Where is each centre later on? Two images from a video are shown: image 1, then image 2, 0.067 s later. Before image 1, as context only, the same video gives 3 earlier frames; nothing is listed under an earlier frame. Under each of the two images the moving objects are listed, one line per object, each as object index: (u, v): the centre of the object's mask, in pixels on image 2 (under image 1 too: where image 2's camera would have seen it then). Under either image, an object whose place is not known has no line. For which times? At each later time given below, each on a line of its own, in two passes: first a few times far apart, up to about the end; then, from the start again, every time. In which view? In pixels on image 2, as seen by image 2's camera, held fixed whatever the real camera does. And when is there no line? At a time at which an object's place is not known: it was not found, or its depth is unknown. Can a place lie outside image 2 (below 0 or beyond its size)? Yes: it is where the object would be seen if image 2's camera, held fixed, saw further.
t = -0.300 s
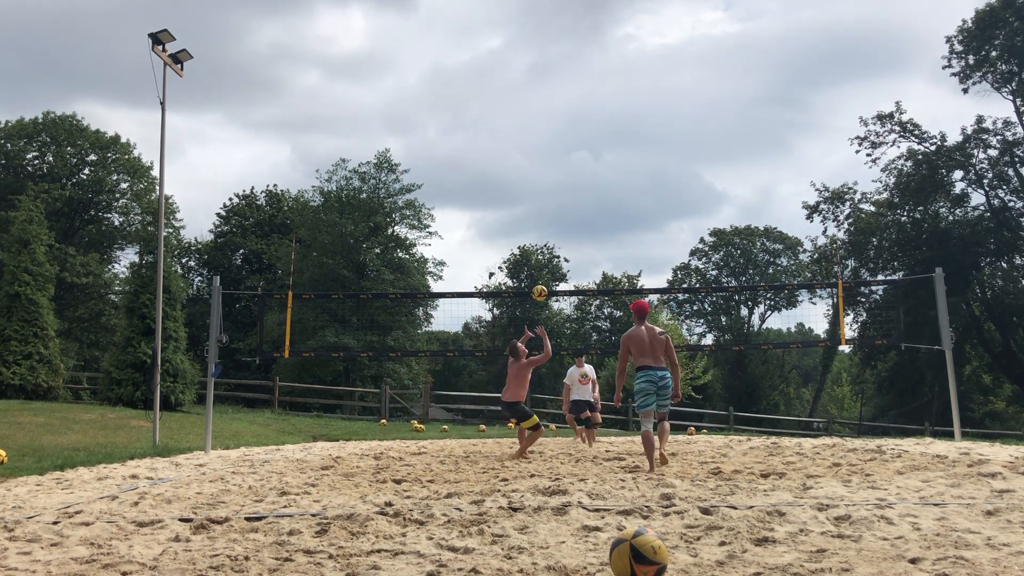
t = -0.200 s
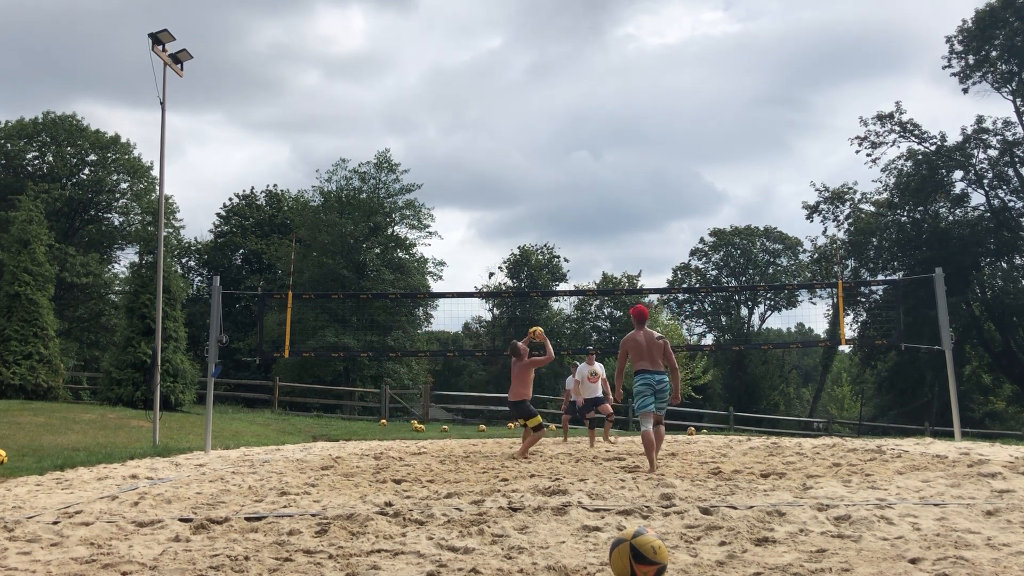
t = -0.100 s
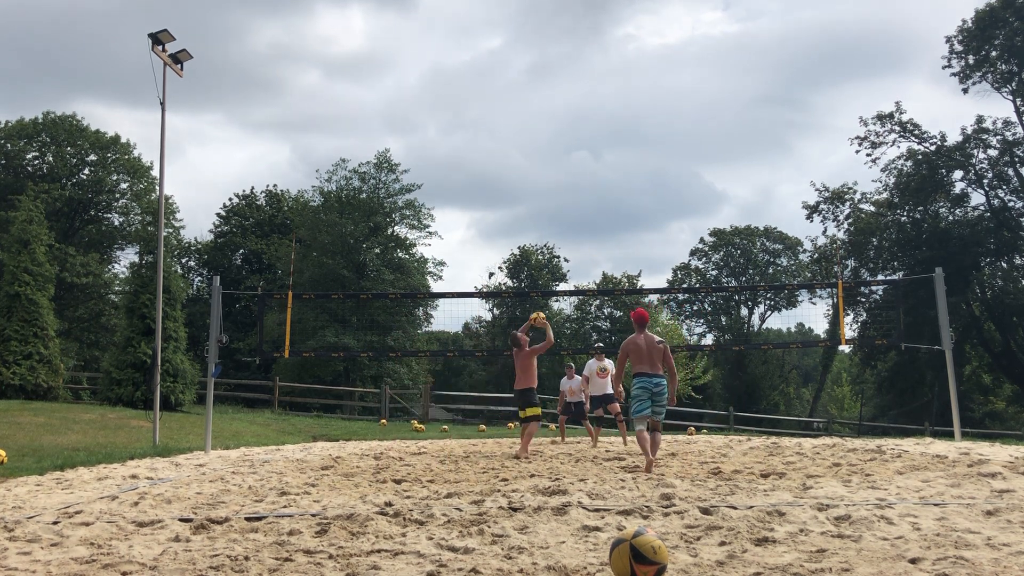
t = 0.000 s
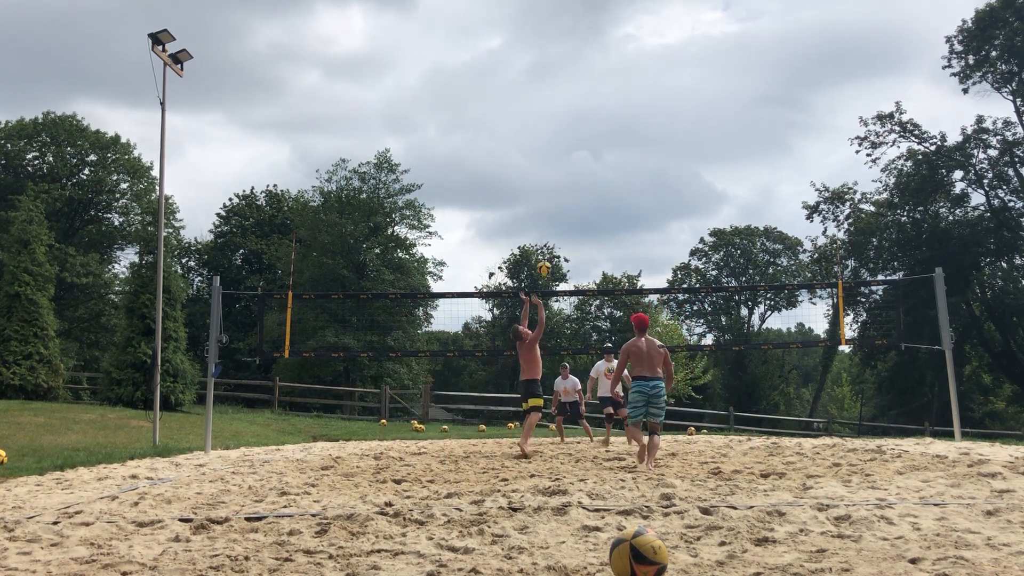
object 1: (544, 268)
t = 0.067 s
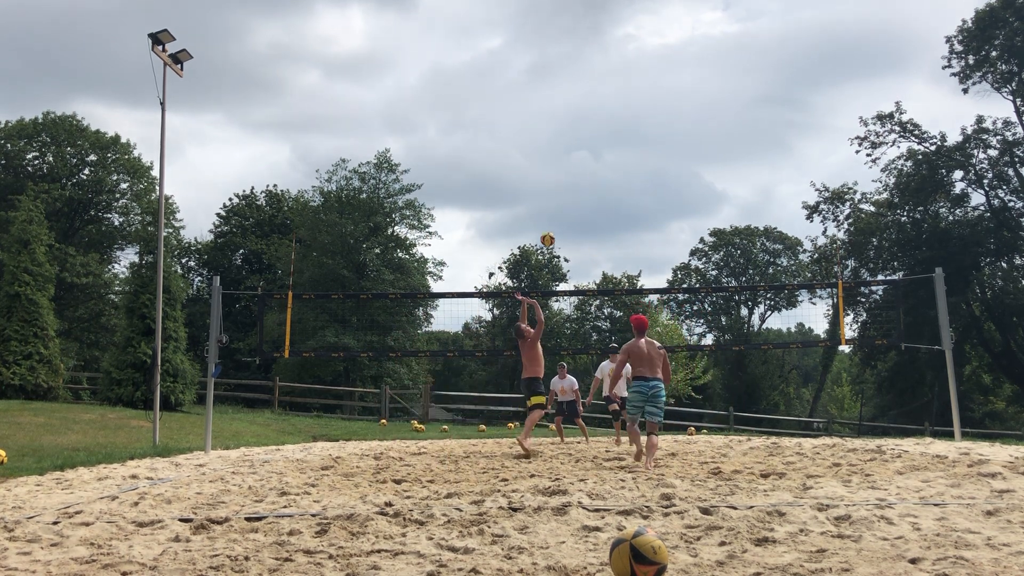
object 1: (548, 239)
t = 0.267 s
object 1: (558, 170)
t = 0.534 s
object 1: (573, 123)
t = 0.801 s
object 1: (588, 123)
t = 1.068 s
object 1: (604, 169)
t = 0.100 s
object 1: (549, 225)
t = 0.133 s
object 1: (551, 213)
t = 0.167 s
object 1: (553, 201)
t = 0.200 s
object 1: (555, 190)
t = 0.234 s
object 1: (556, 180)
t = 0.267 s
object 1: (558, 170)
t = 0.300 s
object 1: (560, 162)
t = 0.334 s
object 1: (562, 154)
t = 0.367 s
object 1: (563, 147)
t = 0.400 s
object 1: (565, 140)
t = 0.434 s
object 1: (567, 135)
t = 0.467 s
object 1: (569, 130)
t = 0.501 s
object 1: (571, 126)
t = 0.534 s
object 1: (573, 123)
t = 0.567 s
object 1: (574, 120)
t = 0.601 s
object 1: (576, 119)
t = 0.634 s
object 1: (578, 117)
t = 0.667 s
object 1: (580, 117)
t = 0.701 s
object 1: (582, 117)
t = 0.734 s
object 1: (584, 119)
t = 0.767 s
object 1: (586, 120)
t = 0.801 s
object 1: (588, 123)
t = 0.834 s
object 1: (590, 126)
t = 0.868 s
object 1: (592, 130)
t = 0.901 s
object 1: (594, 135)
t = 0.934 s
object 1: (596, 140)
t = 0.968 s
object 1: (598, 146)
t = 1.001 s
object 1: (600, 153)
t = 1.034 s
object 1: (602, 160)
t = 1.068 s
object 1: (604, 169)
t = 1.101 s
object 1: (606, 178)
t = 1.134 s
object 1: (609, 187)
